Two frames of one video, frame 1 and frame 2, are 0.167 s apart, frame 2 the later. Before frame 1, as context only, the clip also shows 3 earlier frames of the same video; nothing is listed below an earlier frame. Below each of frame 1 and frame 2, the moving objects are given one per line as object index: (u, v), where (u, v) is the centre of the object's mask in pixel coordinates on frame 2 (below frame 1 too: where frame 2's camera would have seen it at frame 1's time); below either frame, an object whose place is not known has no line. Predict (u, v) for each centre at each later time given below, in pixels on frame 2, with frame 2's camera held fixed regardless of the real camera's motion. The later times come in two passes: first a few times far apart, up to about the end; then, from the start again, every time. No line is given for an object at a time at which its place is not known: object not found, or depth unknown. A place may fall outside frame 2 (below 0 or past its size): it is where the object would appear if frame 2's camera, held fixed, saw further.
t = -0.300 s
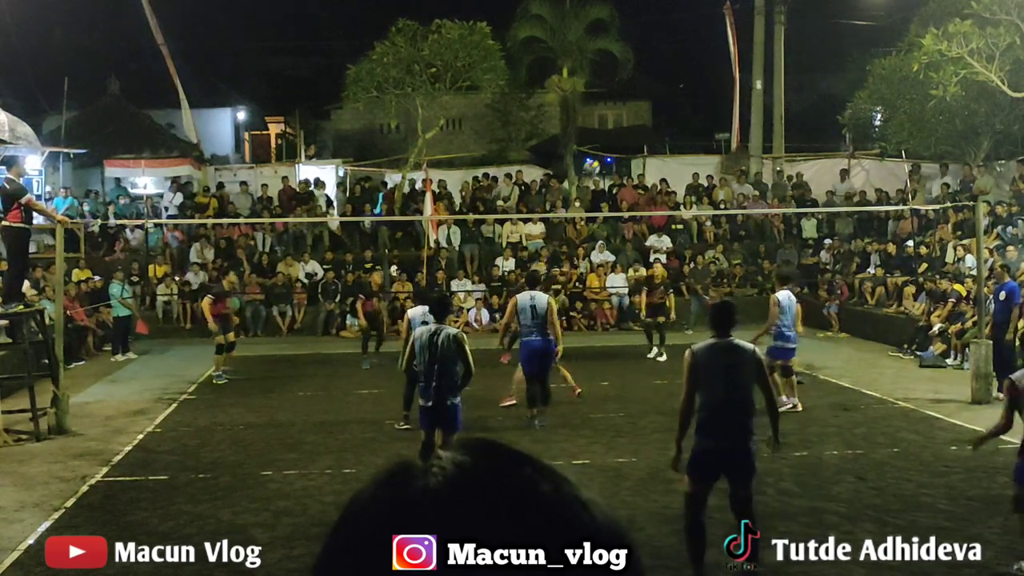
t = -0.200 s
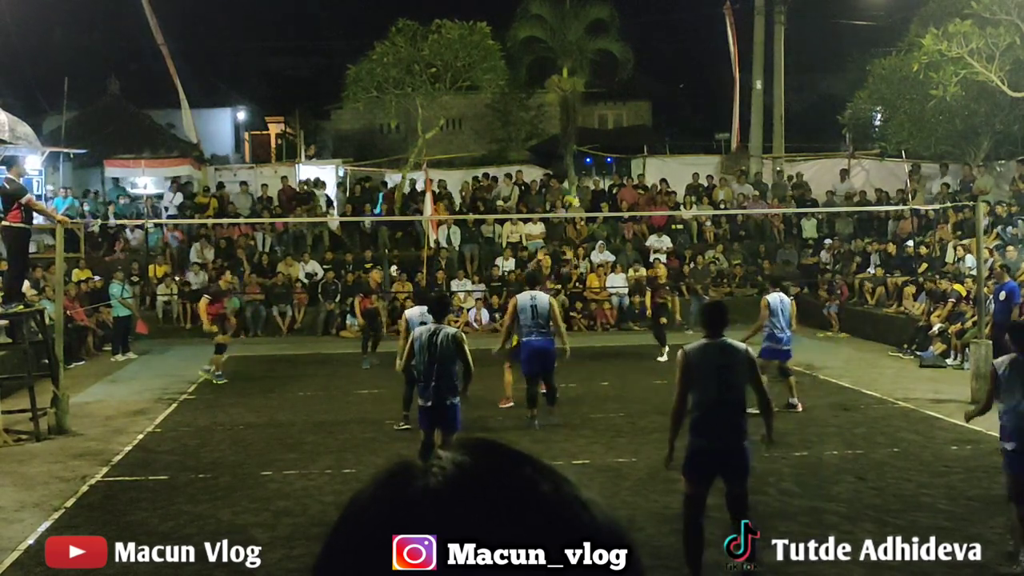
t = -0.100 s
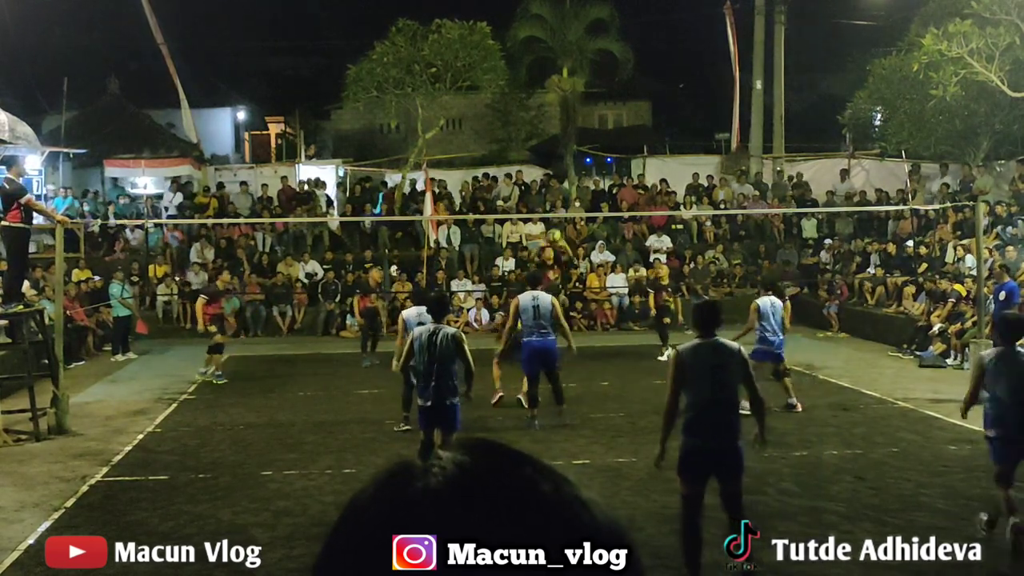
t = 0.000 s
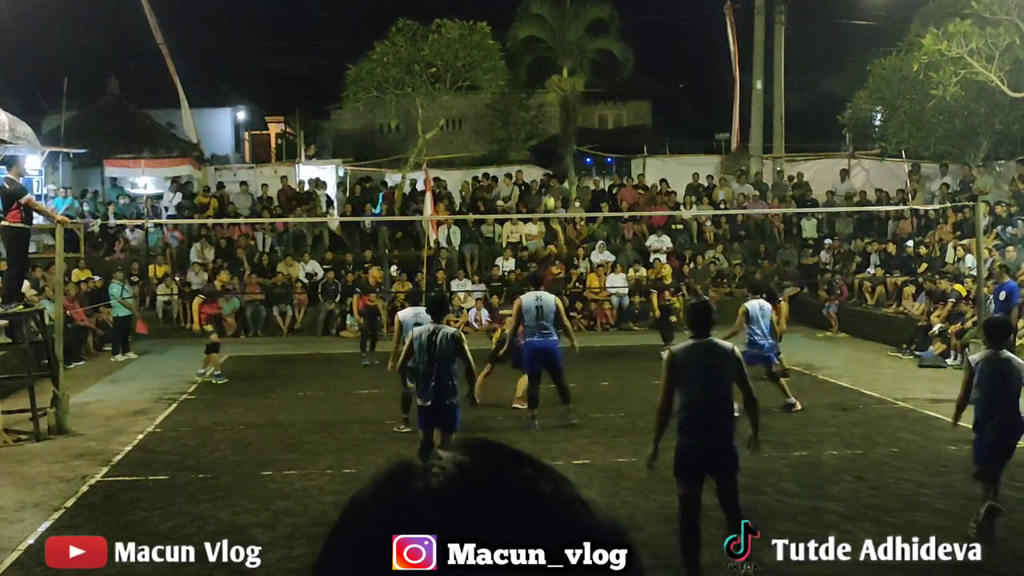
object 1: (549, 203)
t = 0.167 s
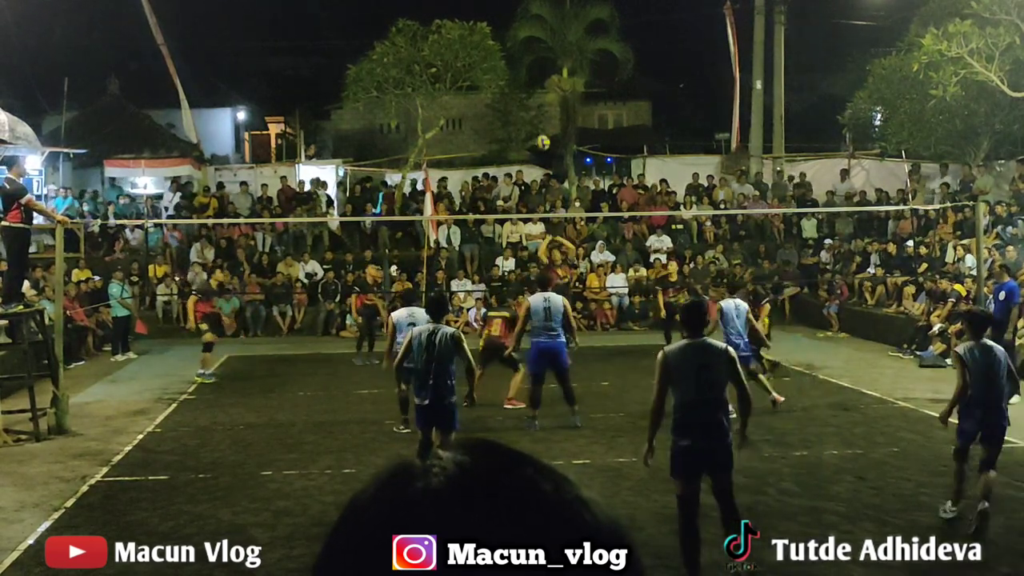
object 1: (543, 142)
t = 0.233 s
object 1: (541, 122)
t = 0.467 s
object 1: (532, 77)
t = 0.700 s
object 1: (523, 68)
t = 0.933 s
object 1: (514, 101)
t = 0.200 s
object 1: (542, 131)
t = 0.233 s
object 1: (541, 122)
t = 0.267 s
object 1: (540, 114)
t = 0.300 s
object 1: (538, 105)
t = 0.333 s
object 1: (537, 98)
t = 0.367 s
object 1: (536, 92)
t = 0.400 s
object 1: (534, 86)
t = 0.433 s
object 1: (533, 82)
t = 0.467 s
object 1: (532, 77)
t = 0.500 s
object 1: (530, 74)
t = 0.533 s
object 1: (529, 71)
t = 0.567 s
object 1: (528, 69)
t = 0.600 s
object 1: (527, 68)
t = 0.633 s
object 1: (526, 67)
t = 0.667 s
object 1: (525, 68)
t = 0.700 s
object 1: (523, 68)
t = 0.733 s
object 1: (522, 70)
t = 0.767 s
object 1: (521, 73)
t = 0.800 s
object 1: (519, 77)
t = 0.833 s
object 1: (518, 82)
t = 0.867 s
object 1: (517, 87)
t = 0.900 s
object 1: (515, 93)
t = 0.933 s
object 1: (514, 101)
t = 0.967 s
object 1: (513, 108)
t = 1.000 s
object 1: (512, 117)
